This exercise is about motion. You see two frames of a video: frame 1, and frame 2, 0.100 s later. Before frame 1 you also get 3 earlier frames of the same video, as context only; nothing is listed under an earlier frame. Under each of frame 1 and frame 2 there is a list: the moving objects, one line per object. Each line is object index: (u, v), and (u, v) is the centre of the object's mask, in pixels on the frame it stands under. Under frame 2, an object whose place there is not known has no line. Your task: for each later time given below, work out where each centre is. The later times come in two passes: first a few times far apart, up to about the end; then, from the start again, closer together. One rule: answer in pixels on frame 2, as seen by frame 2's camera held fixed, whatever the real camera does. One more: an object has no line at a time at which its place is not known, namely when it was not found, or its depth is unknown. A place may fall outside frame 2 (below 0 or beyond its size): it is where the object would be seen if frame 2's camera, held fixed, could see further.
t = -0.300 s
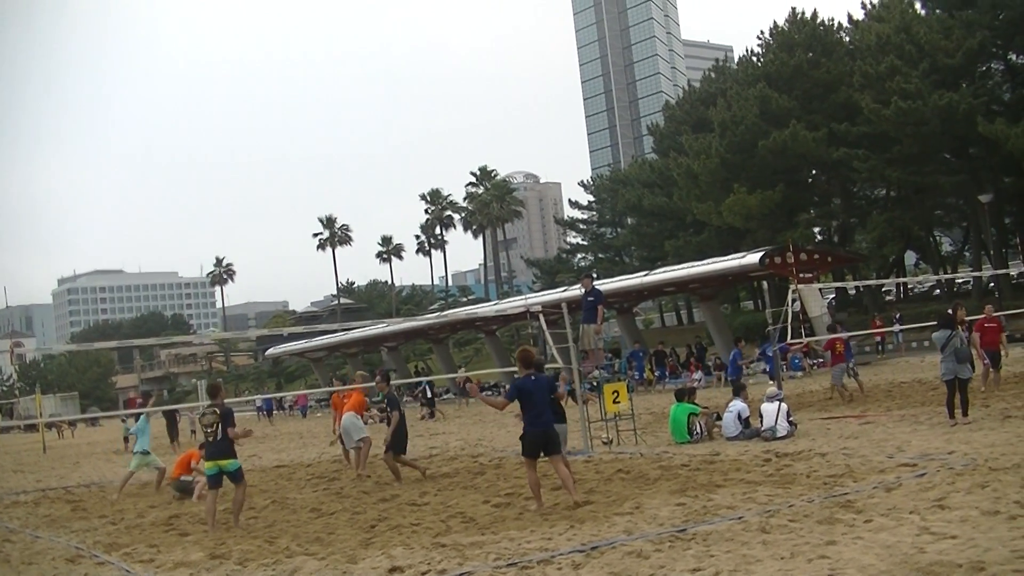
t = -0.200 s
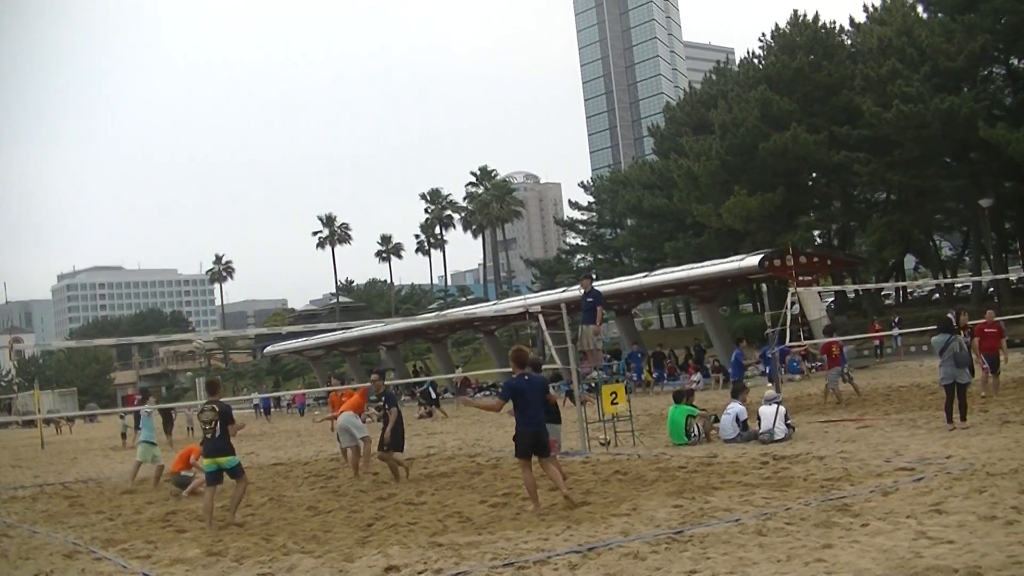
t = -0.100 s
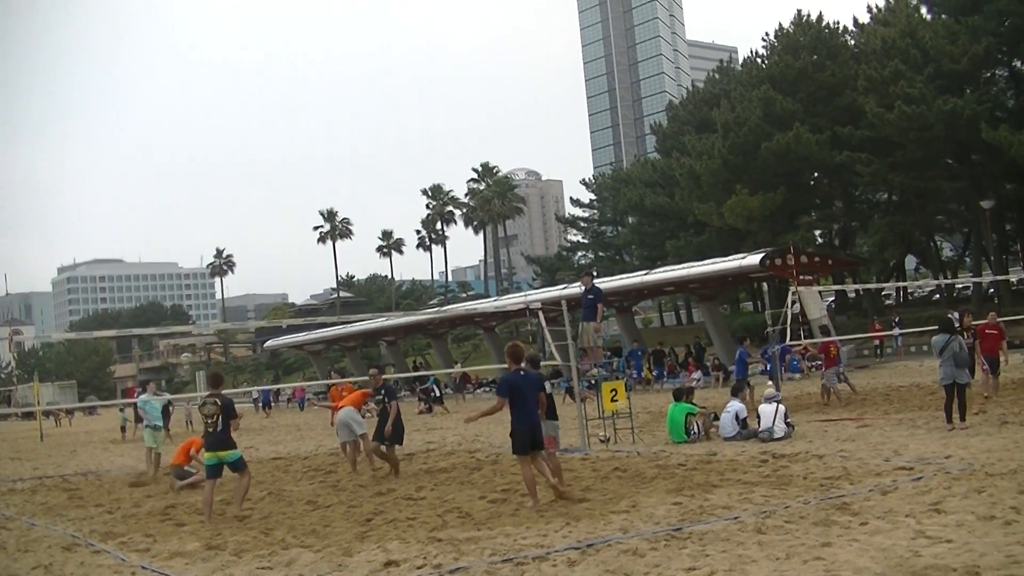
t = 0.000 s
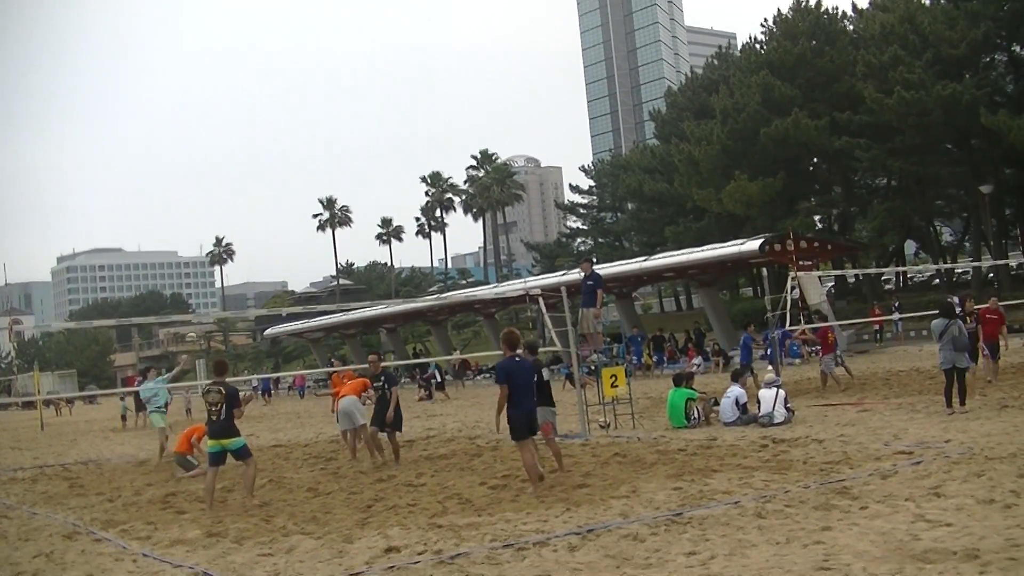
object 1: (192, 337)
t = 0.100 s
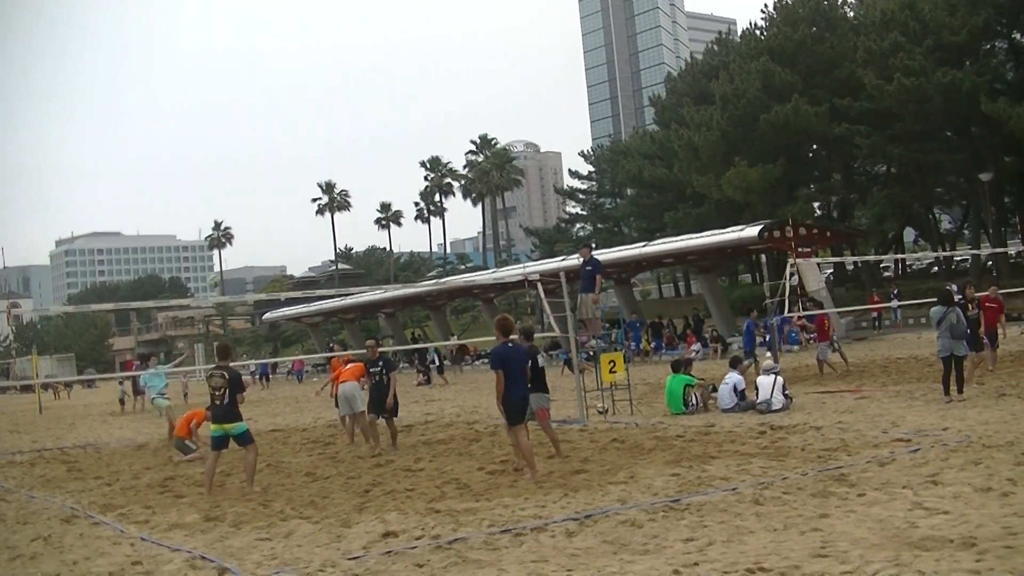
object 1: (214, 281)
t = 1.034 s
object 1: (483, 112)
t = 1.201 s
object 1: (548, 140)
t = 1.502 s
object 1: (692, 262)
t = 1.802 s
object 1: (846, 452)
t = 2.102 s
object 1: (825, 361)
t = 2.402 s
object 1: (817, 370)
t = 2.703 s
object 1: (838, 498)
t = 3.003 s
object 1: (859, 474)
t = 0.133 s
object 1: (222, 268)
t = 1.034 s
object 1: (483, 112)
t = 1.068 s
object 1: (495, 115)
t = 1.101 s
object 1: (507, 120)
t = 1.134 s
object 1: (520, 126)
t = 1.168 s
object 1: (533, 133)
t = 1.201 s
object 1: (548, 140)
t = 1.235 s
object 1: (562, 149)
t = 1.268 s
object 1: (576, 158)
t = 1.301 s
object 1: (592, 170)
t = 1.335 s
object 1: (608, 182)
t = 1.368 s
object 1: (623, 195)
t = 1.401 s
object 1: (639, 209)
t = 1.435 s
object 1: (656, 225)
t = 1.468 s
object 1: (674, 242)
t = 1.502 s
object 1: (692, 262)
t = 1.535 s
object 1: (710, 281)
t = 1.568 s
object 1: (728, 303)
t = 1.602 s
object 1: (748, 329)
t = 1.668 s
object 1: (789, 380)
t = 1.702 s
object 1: (809, 411)
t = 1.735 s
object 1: (832, 442)
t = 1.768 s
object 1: (848, 468)
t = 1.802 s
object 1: (846, 452)
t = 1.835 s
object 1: (843, 436)
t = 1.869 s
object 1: (841, 423)
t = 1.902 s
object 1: (839, 412)
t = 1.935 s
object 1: (836, 400)
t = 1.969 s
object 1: (835, 389)
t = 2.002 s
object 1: (832, 380)
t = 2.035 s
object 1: (830, 372)
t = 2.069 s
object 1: (828, 366)
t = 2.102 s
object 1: (825, 361)
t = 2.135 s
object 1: (823, 357)
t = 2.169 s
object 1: (822, 354)
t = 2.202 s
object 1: (821, 352)
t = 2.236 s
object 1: (819, 351)
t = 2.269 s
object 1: (819, 352)
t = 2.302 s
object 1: (817, 354)
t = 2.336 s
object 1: (817, 360)
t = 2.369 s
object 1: (816, 364)
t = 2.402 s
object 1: (817, 370)
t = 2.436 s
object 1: (818, 379)
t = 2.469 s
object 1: (817, 388)
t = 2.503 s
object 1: (820, 400)
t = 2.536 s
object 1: (822, 412)
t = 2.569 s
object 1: (825, 428)
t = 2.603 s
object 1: (827, 441)
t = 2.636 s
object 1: (830, 459)
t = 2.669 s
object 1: (833, 476)
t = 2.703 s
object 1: (838, 498)
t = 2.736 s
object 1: (839, 496)
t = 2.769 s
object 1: (840, 489)
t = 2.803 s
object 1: (842, 482)
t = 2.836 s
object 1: (845, 478)
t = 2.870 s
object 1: (847, 474)
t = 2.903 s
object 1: (850, 472)
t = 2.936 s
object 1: (852, 472)
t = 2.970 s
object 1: (855, 473)
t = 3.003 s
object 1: (859, 474)
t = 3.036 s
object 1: (864, 478)
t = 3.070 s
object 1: (868, 483)
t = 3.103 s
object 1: (873, 489)
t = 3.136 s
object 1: (879, 497)
